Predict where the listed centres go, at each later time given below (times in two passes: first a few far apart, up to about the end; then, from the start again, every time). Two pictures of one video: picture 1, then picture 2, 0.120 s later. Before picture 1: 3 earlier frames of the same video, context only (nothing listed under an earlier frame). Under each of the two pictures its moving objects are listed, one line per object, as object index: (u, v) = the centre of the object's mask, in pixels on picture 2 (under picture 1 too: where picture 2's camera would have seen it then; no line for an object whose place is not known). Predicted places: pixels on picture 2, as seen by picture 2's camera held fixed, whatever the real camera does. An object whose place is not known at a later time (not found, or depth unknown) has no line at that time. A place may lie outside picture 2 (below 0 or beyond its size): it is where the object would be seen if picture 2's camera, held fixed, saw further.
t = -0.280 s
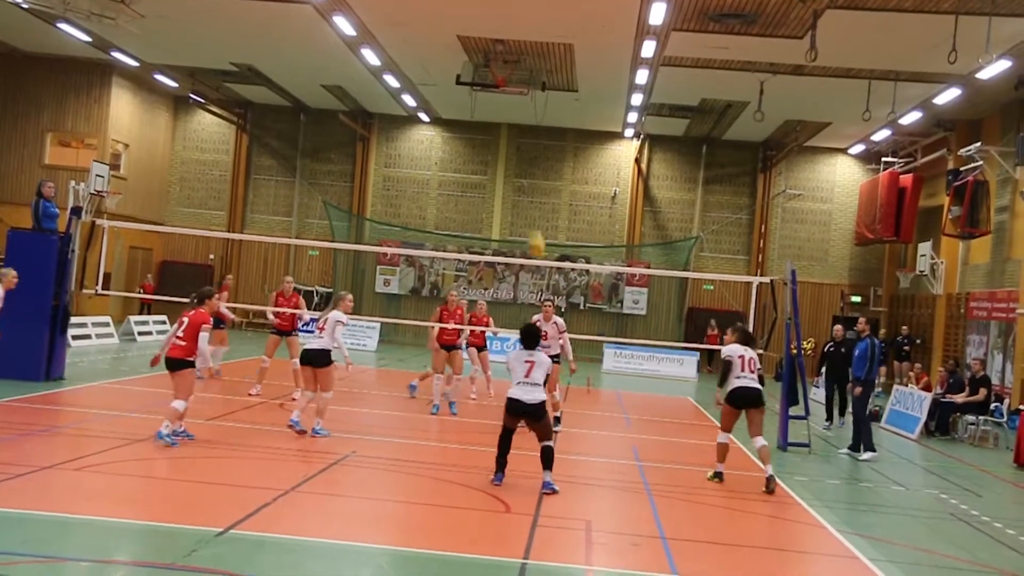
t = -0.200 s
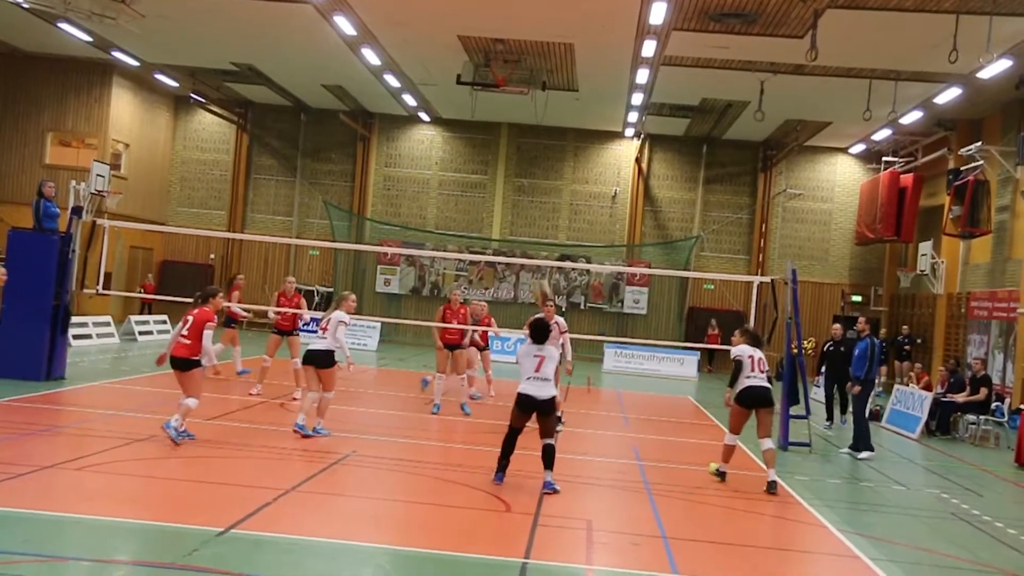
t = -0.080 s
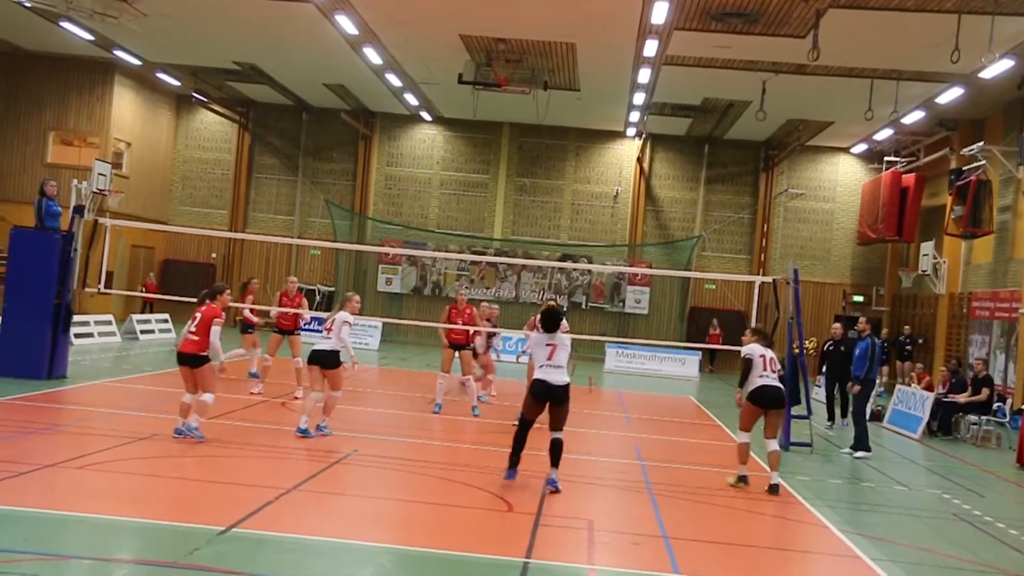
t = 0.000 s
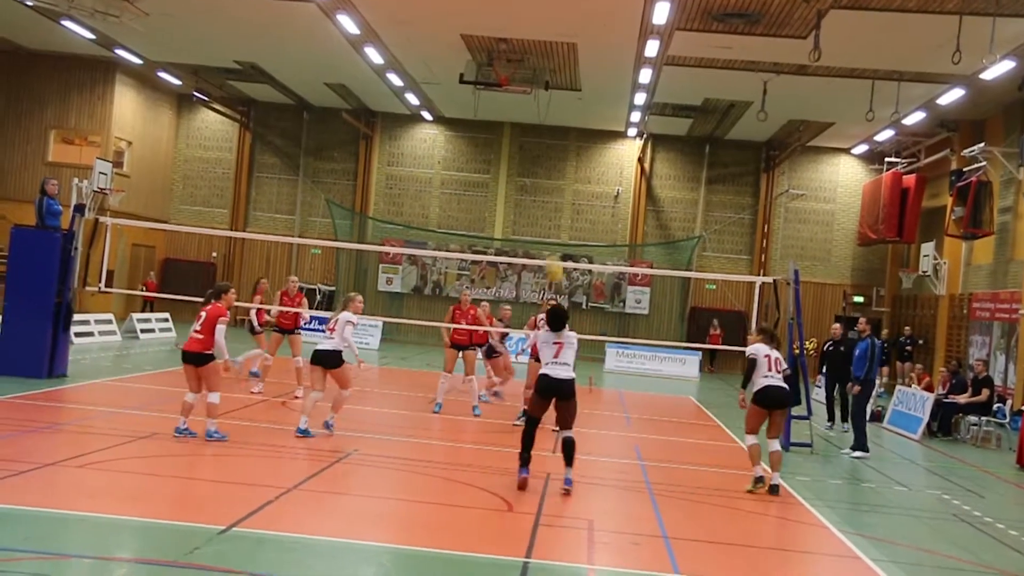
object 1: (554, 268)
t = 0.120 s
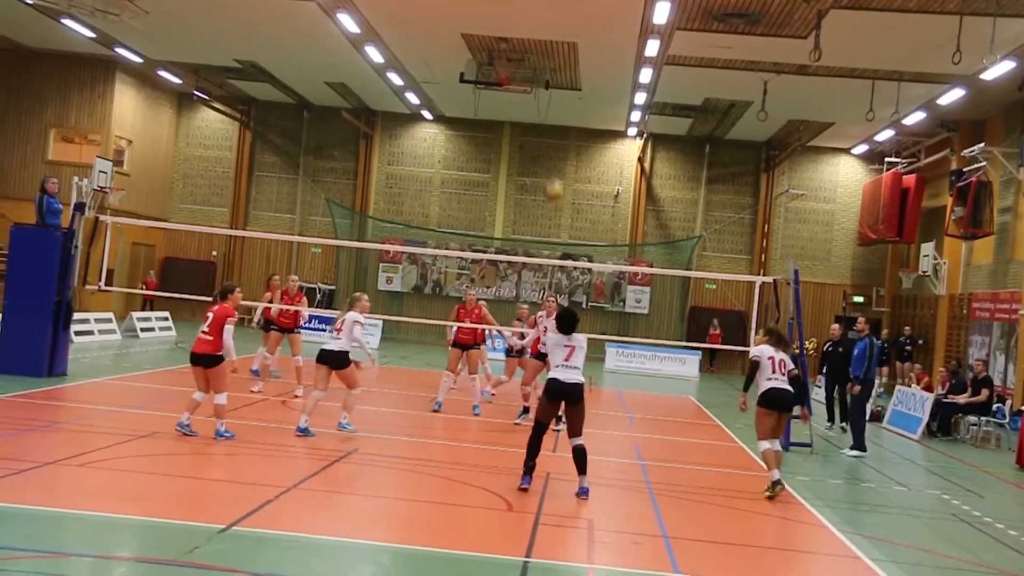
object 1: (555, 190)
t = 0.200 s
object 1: (554, 148)
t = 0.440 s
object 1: (545, 66)
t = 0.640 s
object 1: (535, 42)
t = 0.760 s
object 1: (528, 44)
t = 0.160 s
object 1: (555, 167)
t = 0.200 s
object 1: (554, 148)
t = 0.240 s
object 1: (552, 131)
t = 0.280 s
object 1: (549, 114)
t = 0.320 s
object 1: (548, 99)
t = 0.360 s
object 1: (547, 87)
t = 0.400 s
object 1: (546, 76)
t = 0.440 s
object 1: (545, 66)
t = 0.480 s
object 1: (543, 58)
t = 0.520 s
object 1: (541, 52)
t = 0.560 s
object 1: (539, 47)
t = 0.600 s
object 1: (537, 44)
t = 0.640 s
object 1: (535, 42)
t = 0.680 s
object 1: (533, 42)
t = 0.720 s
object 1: (531, 42)
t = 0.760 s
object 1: (528, 44)
